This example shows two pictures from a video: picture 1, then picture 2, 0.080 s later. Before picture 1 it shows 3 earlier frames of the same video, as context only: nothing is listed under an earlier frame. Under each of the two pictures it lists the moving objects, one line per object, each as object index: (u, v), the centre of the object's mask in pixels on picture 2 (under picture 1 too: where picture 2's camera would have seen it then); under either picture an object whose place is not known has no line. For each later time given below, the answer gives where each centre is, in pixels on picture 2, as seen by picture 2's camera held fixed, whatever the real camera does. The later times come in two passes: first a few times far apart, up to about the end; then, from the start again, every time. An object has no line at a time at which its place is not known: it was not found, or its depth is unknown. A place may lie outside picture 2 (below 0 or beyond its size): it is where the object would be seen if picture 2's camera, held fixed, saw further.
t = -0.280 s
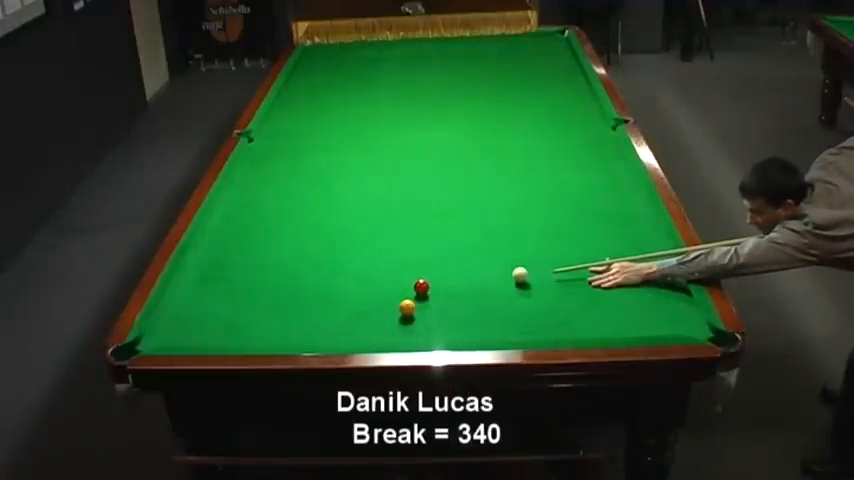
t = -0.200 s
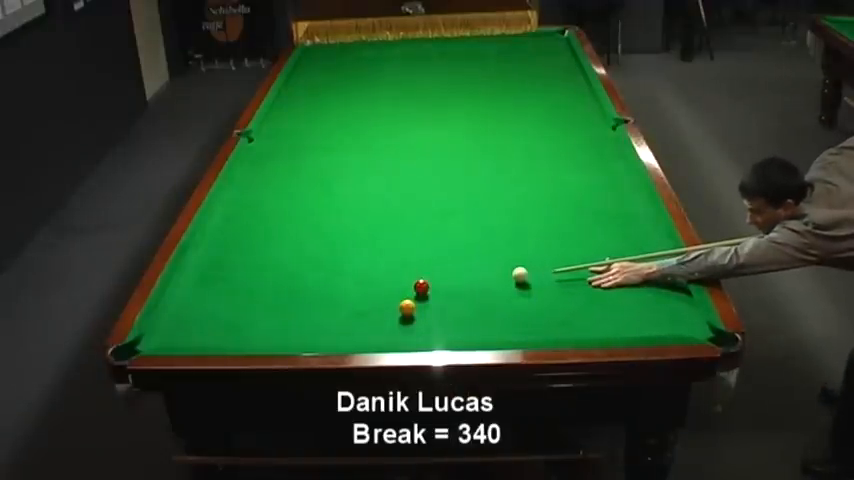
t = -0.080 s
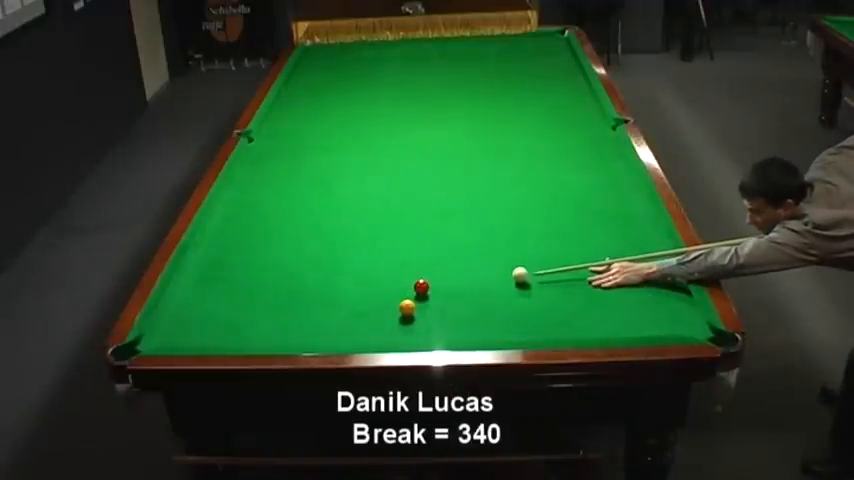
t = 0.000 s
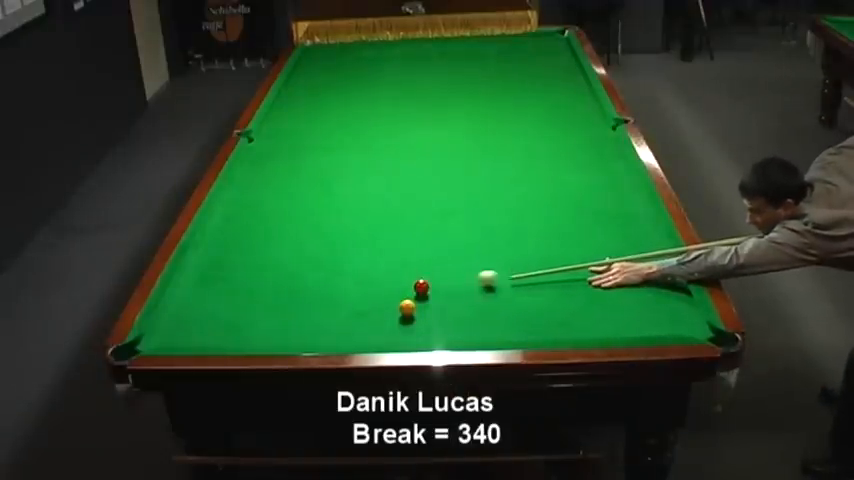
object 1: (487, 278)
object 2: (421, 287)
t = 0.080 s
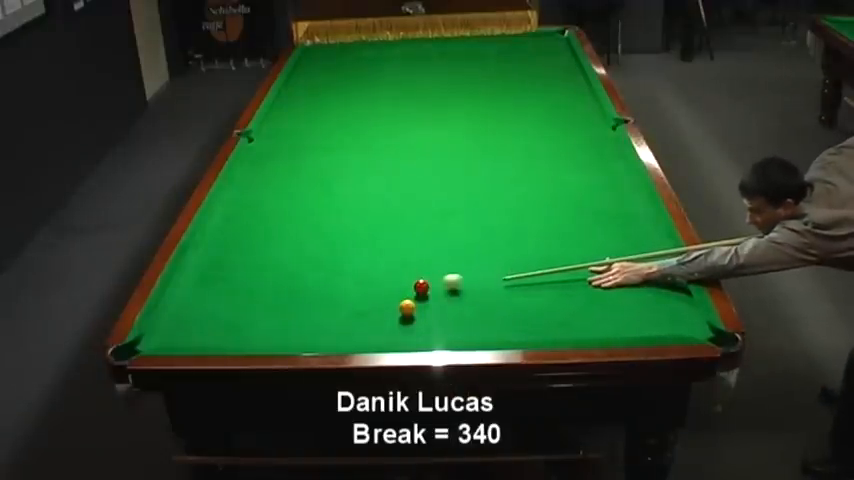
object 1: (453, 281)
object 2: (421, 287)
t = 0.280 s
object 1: (427, 279)
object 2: (379, 296)
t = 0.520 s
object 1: (413, 273)
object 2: (325, 308)
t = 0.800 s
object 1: (399, 268)
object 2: (264, 321)
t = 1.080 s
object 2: (205, 333)
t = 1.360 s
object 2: (147, 343)
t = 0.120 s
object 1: (437, 283)
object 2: (420, 288)
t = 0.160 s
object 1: (434, 282)
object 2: (409, 289)
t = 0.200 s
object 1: (432, 281)
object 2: (398, 292)
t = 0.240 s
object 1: (429, 280)
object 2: (389, 294)
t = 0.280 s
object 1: (427, 279)
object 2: (379, 296)
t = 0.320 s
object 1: (424, 277)
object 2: (370, 298)
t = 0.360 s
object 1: (422, 277)
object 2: (361, 300)
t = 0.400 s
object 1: (420, 276)
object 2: (352, 302)
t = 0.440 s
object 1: (418, 275)
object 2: (343, 304)
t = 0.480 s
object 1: (416, 274)
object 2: (334, 306)
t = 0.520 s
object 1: (413, 273)
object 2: (325, 308)
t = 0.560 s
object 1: (411, 272)
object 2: (316, 310)
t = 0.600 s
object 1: (409, 271)
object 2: (308, 312)
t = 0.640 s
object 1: (407, 271)
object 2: (299, 313)
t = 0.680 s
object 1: (405, 270)
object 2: (290, 315)
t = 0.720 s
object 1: (403, 269)
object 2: (281, 317)
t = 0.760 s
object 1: (401, 268)
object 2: (273, 319)
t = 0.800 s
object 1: (399, 268)
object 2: (264, 321)
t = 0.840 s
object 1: (398, 267)
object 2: (255, 323)
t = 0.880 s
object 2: (247, 324)
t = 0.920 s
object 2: (238, 326)
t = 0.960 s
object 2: (229, 328)
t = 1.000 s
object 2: (222, 330)
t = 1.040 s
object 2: (213, 331)
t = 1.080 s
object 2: (205, 333)
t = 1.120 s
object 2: (197, 335)
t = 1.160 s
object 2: (188, 336)
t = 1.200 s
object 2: (180, 337)
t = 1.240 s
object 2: (172, 339)
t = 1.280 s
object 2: (163, 340)
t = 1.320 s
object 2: (155, 341)
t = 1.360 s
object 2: (147, 343)
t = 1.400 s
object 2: (139, 346)
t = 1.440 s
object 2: (133, 351)
